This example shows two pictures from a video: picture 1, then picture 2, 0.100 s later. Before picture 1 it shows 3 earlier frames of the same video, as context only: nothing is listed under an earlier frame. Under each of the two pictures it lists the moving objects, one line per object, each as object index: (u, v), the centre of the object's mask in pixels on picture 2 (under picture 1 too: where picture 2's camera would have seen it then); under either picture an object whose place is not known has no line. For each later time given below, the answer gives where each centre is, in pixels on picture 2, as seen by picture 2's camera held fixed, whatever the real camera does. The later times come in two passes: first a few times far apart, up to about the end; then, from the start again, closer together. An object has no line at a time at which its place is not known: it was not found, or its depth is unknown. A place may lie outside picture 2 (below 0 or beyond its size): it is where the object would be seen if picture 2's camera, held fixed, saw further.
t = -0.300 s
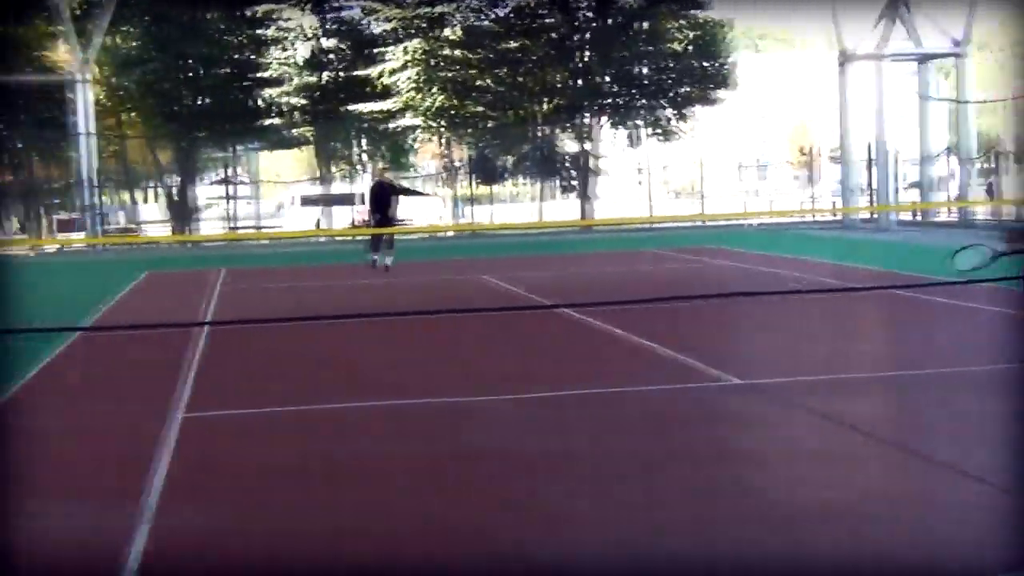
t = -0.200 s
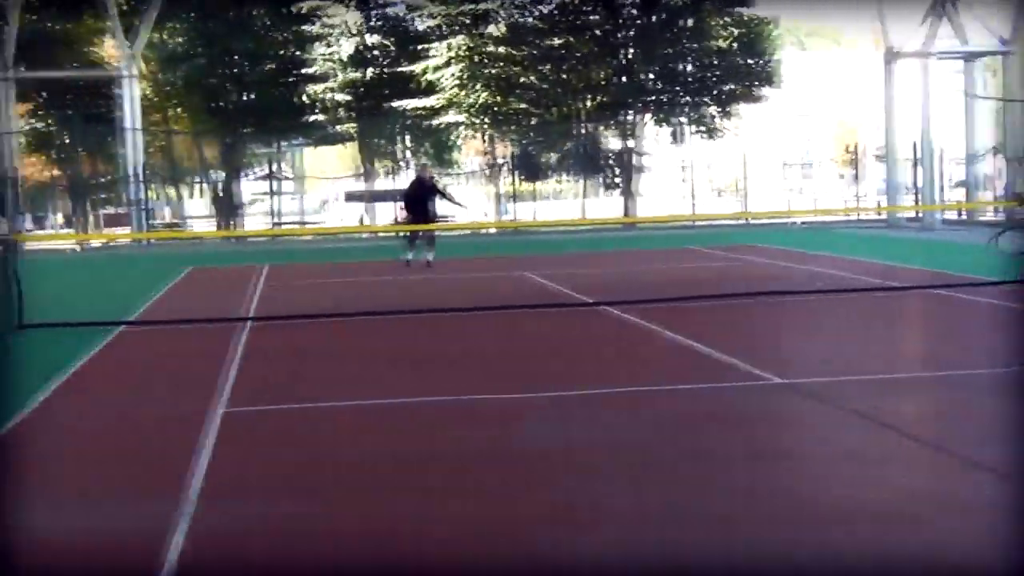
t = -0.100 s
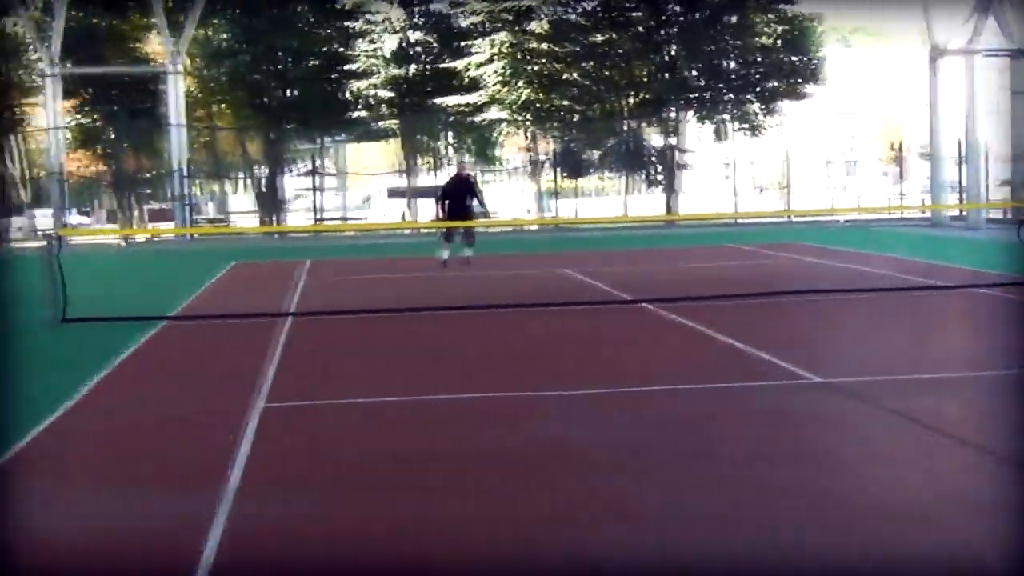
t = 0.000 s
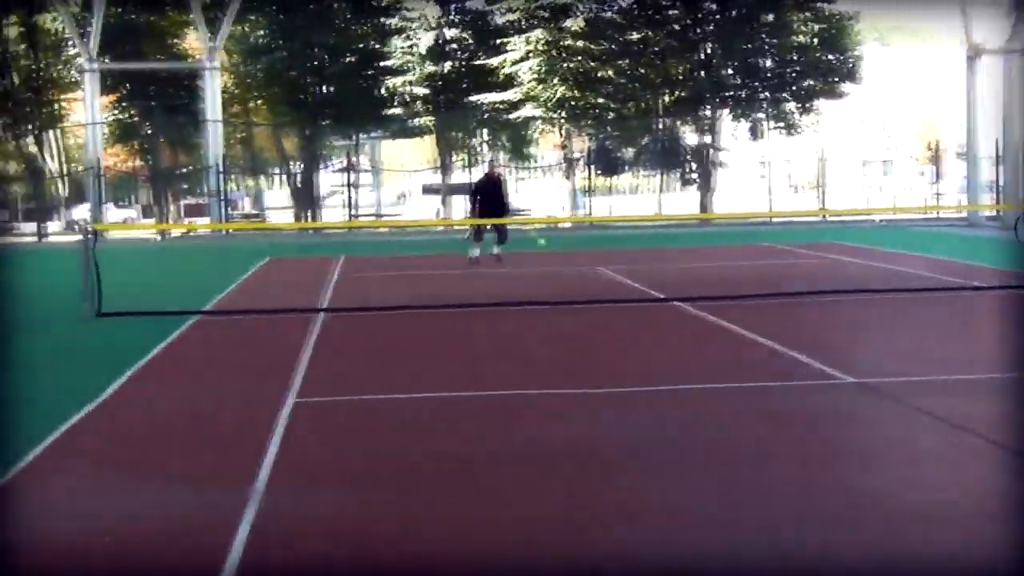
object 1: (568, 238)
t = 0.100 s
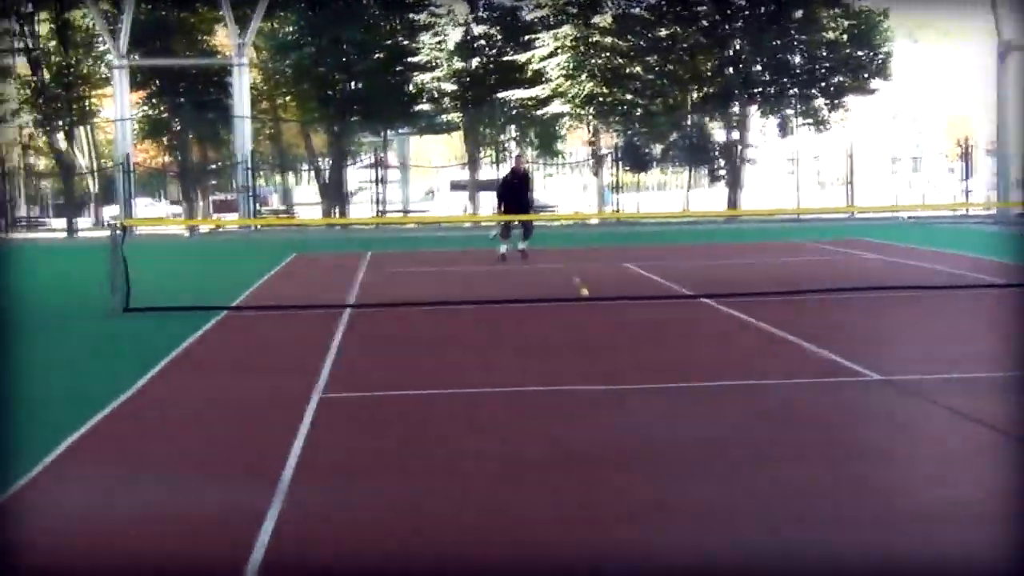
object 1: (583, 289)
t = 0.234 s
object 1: (603, 313)
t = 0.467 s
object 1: (624, 253)
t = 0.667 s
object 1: (649, 258)
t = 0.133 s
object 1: (587, 305)
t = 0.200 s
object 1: (598, 327)
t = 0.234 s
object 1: (603, 313)
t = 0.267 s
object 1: (604, 301)
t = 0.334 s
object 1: (612, 280)
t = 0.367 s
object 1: (615, 272)
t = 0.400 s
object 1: (618, 264)
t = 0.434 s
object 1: (621, 258)
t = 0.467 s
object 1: (624, 253)
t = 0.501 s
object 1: (629, 249)
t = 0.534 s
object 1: (631, 249)
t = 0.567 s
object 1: (636, 248)
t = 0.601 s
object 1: (642, 249)
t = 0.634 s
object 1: (645, 253)
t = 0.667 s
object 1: (649, 258)
